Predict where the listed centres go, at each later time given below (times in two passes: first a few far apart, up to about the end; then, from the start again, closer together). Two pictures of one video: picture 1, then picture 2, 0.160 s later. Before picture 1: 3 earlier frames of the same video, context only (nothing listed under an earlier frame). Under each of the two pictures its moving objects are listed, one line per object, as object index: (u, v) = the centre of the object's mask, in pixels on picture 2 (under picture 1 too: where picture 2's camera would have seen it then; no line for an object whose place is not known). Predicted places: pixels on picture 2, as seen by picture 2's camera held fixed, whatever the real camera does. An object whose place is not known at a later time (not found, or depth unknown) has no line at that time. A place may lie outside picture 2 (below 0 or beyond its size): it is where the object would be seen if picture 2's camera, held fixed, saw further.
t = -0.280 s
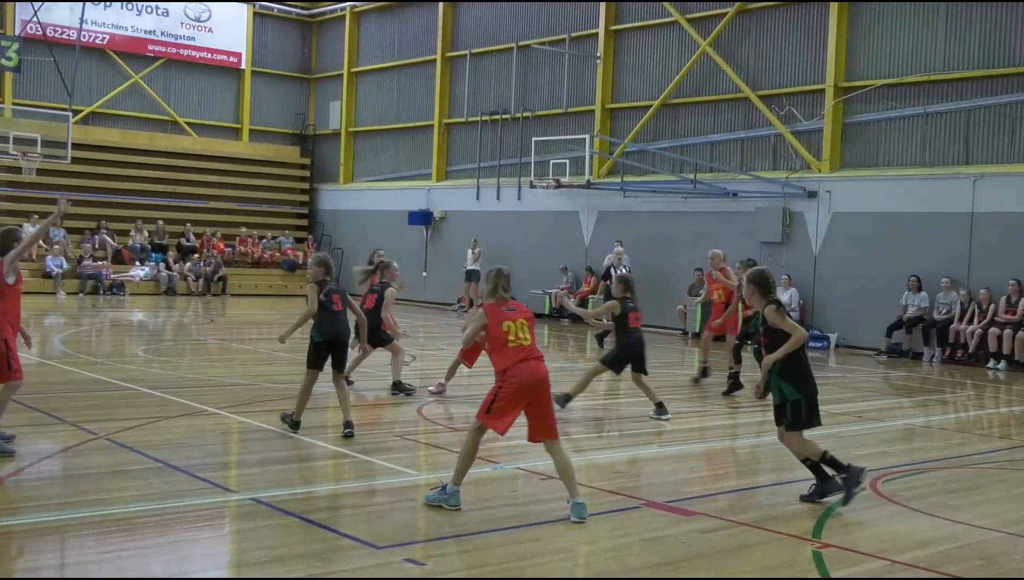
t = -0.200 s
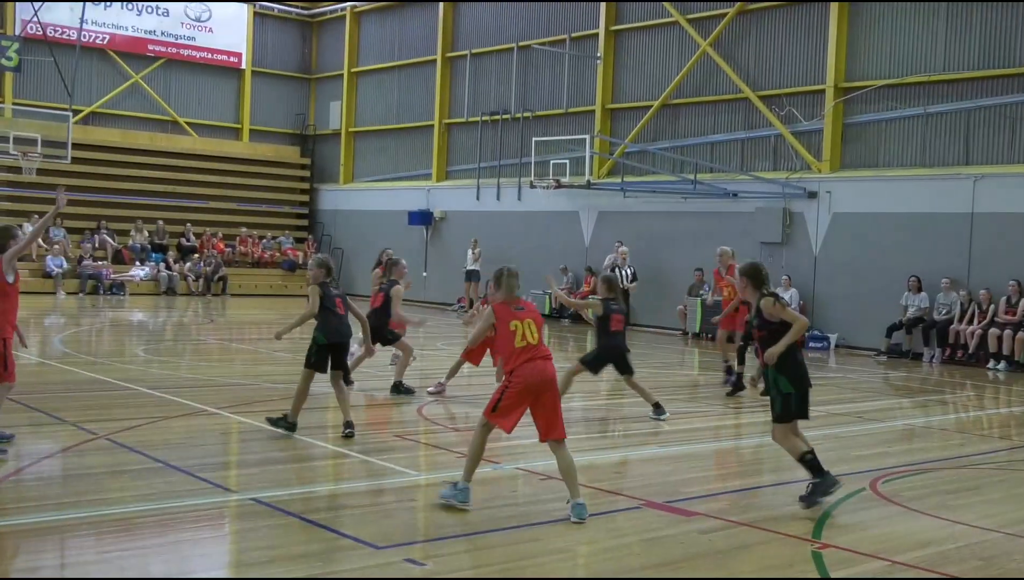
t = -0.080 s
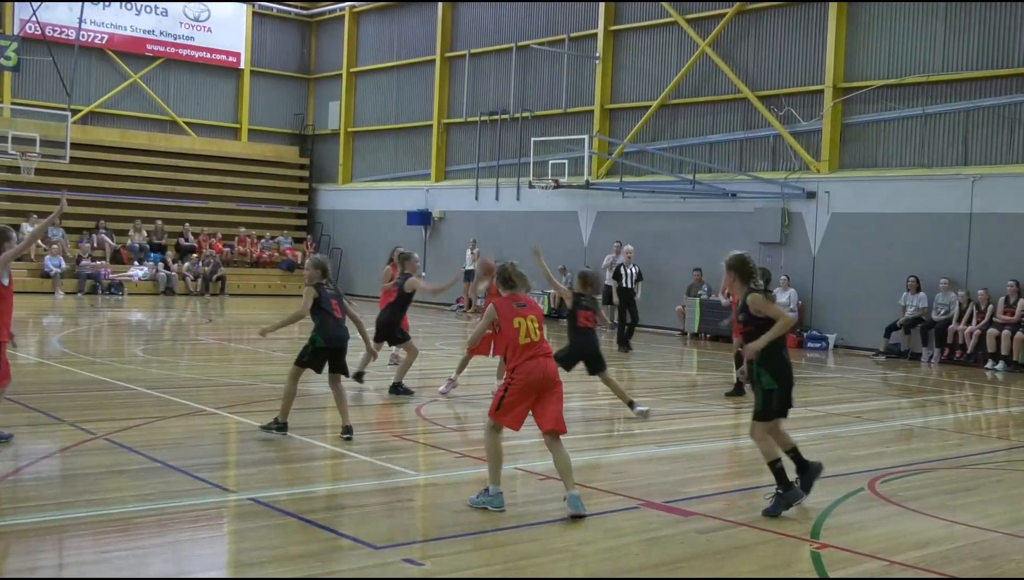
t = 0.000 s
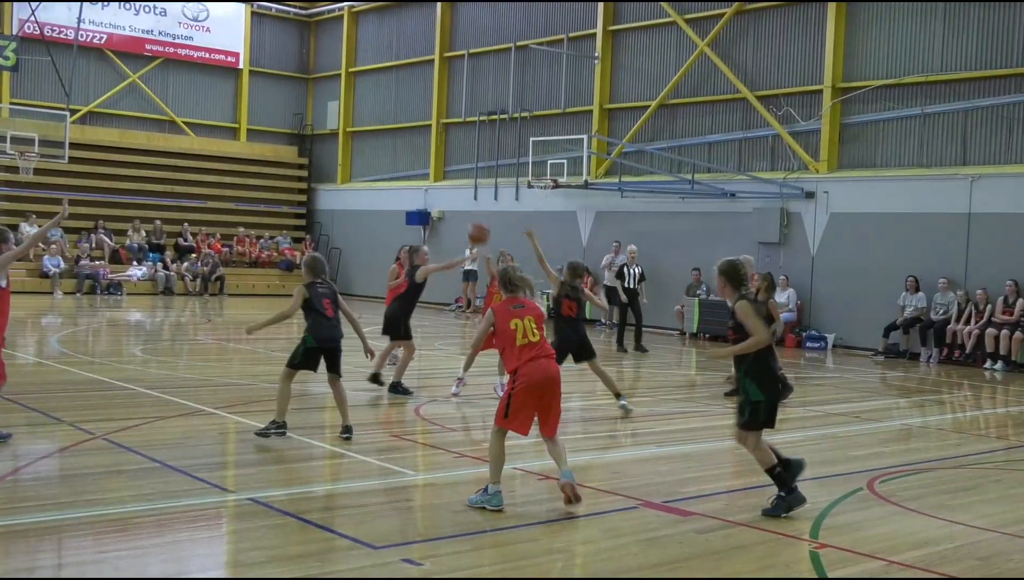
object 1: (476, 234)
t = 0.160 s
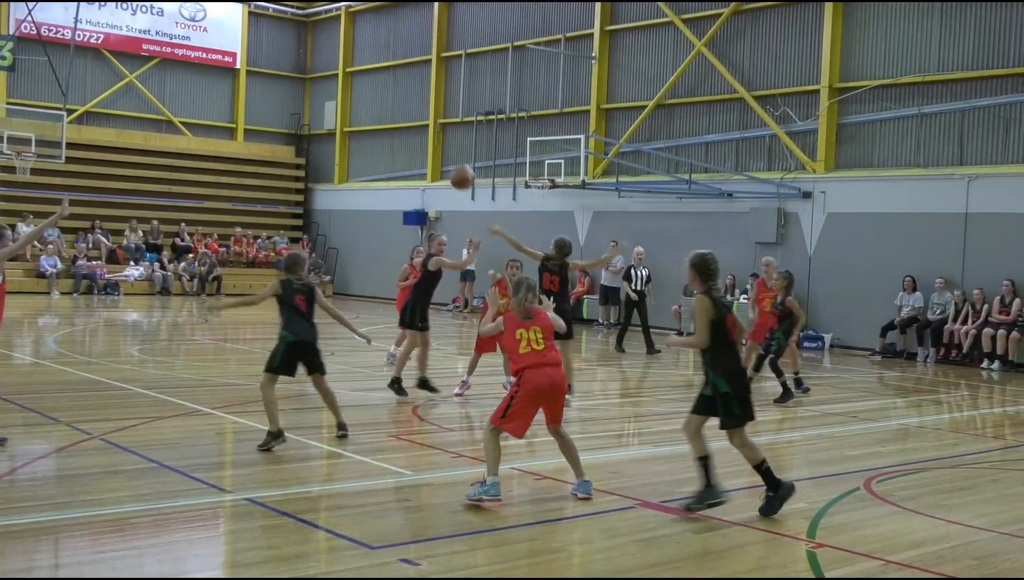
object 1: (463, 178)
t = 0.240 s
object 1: (454, 158)
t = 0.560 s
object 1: (407, 146)
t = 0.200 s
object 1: (458, 166)
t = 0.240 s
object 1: (454, 158)
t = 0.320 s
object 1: (444, 143)
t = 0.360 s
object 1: (438, 139)
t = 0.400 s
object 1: (433, 136)
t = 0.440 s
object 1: (427, 136)
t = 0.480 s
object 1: (420, 137)
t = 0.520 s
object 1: (414, 140)
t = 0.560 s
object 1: (407, 146)
